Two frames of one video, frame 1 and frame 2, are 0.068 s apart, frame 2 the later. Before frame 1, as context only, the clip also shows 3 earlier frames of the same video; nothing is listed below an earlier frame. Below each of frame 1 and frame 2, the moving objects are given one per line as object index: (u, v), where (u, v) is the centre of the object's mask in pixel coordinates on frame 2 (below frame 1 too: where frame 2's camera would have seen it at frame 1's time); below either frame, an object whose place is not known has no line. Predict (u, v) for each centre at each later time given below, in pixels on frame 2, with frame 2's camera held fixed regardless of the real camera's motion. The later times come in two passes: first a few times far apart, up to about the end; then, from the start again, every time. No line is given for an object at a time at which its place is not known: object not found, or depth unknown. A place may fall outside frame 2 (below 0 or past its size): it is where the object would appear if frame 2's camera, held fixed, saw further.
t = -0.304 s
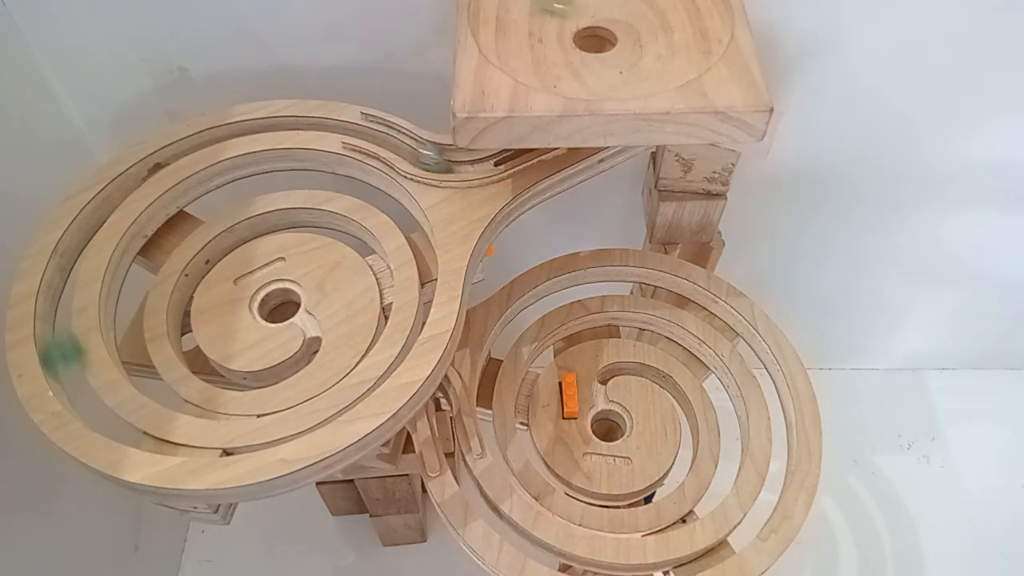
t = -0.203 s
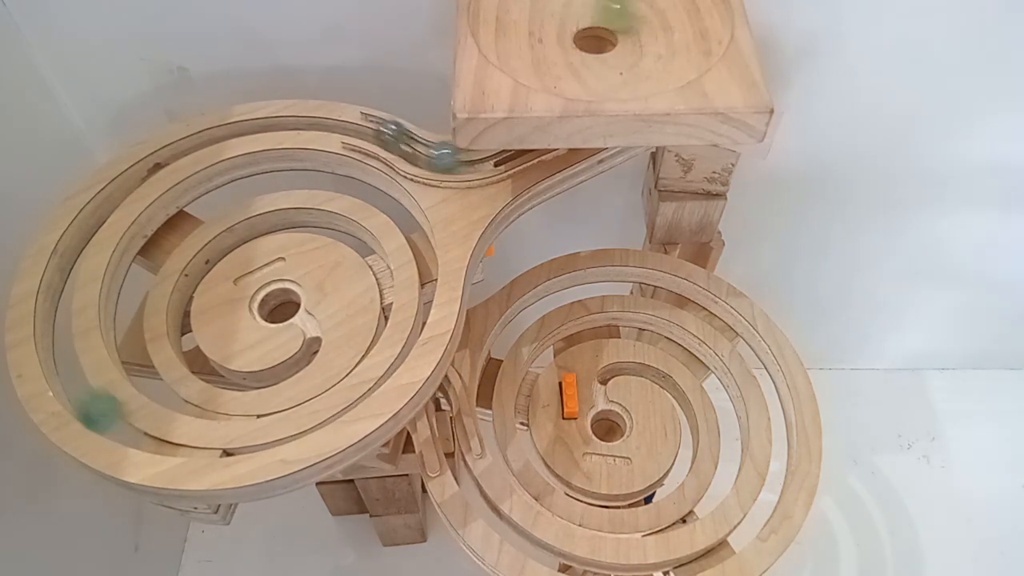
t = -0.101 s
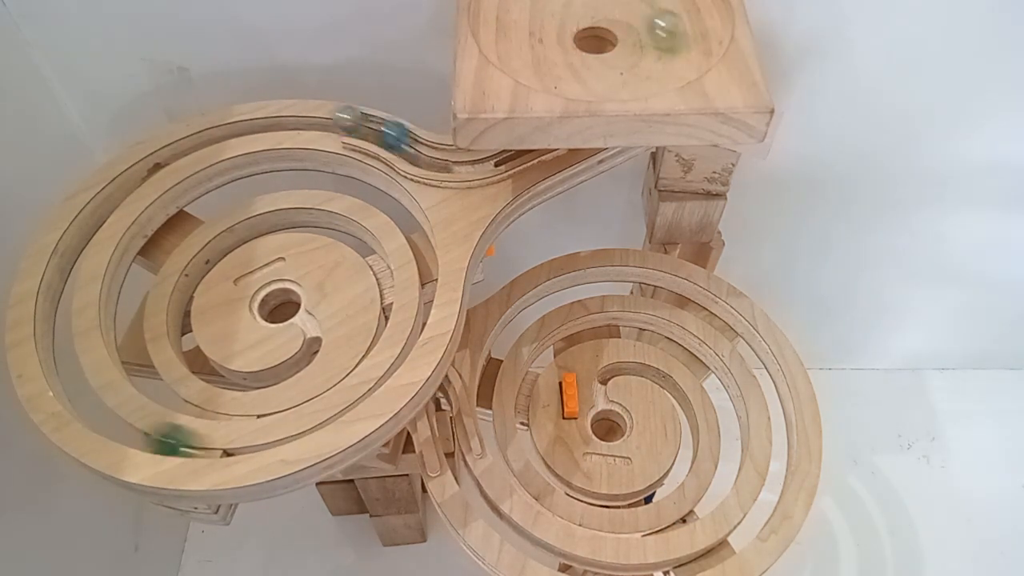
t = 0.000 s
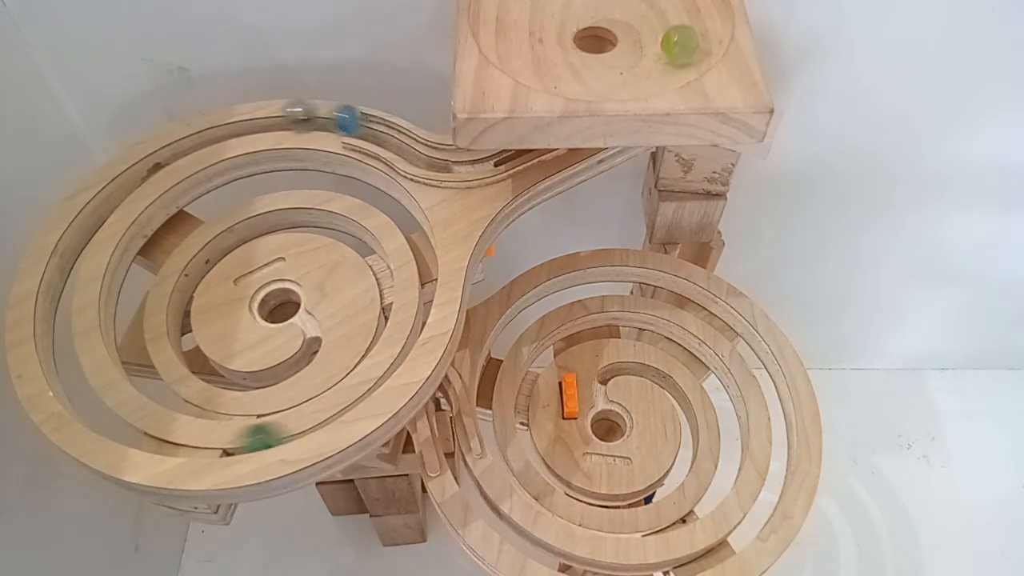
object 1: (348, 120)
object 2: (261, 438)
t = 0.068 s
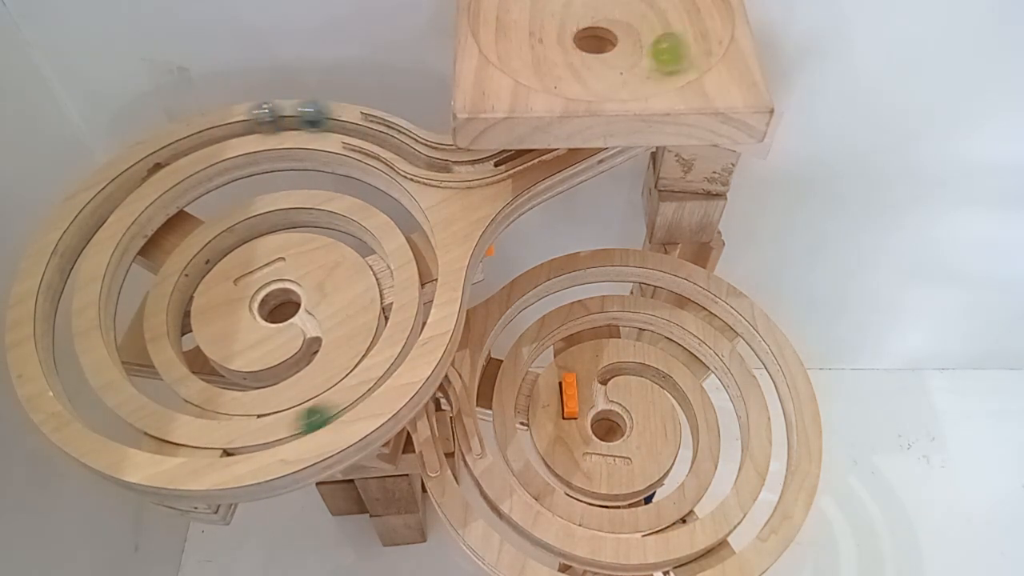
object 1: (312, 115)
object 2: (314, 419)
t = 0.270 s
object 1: (200, 132)
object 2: (413, 321)
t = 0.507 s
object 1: (84, 224)
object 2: (400, 215)
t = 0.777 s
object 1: (78, 387)
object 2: (251, 184)
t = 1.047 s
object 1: (271, 437)
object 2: (131, 336)
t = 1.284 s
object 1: (407, 339)
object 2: (298, 395)
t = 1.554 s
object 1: (403, 220)
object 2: (373, 262)
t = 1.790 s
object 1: (294, 176)
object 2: (264, 223)
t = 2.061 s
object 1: (138, 278)
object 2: (185, 344)
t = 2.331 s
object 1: (256, 407)
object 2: (309, 323)
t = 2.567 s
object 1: (379, 305)
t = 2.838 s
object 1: (299, 220)
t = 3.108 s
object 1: (178, 306)
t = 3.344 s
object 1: (276, 367)
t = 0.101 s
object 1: (294, 114)
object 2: (338, 406)
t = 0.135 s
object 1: (276, 116)
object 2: (359, 390)
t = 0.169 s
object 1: (257, 118)
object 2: (377, 373)
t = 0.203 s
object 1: (237, 121)
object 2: (392, 357)
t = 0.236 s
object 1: (218, 126)
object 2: (404, 339)
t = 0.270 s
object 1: (200, 132)
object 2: (413, 321)
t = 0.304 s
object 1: (181, 142)
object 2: (419, 303)
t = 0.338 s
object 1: (163, 151)
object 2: (422, 286)
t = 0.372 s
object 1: (144, 163)
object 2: (423, 270)
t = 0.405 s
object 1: (128, 176)
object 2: (421, 256)
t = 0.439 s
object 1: (112, 190)
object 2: (416, 240)
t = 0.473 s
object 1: (95, 209)
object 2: (409, 227)
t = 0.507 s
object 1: (84, 224)
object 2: (400, 215)
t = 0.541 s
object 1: (72, 244)
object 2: (387, 202)
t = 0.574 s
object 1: (64, 264)
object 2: (374, 194)
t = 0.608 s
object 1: (59, 284)
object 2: (357, 185)
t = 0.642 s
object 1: (56, 306)
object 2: (336, 179)
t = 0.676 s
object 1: (57, 327)
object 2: (319, 177)
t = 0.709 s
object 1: (62, 348)
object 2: (297, 175)
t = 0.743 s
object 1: (67, 370)
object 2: (274, 179)
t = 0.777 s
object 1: (78, 387)
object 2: (251, 184)
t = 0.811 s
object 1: (91, 402)
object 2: (227, 193)
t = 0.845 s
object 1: (109, 418)
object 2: (207, 204)
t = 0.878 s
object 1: (132, 430)
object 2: (183, 221)
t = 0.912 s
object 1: (155, 438)
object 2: (163, 240)
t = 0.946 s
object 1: (183, 443)
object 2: (147, 261)
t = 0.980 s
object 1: (214, 444)
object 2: (136, 285)
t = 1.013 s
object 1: (241, 442)
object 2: (131, 310)
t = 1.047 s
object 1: (271, 437)
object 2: (131, 336)
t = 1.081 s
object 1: (296, 428)
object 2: (140, 363)
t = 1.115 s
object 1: (322, 417)
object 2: (156, 384)
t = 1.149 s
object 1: (344, 403)
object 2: (176, 397)
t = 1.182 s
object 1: (364, 389)
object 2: (209, 407)
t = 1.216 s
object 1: (380, 372)
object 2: (240, 409)
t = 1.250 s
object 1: (394, 356)
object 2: (270, 404)
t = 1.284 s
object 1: (407, 339)
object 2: (298, 395)
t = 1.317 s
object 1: (413, 321)
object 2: (324, 381)
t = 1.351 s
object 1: (419, 305)
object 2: (343, 366)
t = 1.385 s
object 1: (423, 289)
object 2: (359, 348)
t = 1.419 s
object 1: (423, 272)
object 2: (371, 330)
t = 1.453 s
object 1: (422, 258)
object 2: (377, 312)
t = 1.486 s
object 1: (418, 244)
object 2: (380, 295)
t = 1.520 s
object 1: (411, 231)
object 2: (378, 278)
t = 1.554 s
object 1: (403, 220)
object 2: (373, 262)
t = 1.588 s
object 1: (394, 209)
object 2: (365, 250)
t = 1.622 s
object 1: (382, 199)
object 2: (354, 240)
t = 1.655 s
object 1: (367, 191)
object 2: (338, 230)
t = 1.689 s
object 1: (351, 183)
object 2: (323, 224)
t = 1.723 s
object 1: (334, 179)
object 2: (303, 221)
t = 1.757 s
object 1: (314, 175)
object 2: (283, 220)
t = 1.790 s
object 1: (294, 176)
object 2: (264, 223)
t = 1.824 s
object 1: (272, 178)
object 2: (245, 230)
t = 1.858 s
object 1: (248, 184)
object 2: (224, 241)
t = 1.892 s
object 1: (227, 193)
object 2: (209, 252)
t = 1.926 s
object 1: (207, 204)
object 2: (195, 269)
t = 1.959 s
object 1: (185, 220)
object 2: (183, 286)
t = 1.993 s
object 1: (166, 237)
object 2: (178, 306)
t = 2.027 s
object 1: (151, 255)
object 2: (178, 326)
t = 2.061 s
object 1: (138, 278)
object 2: (185, 344)
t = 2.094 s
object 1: (131, 305)
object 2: (198, 358)
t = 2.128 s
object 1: (129, 332)
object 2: (214, 369)
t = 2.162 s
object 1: (136, 356)
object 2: (235, 375)
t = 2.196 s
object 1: (148, 376)
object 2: (260, 374)
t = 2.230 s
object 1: (169, 392)
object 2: (281, 366)
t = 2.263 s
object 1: (196, 404)
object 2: (301, 352)
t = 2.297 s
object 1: (223, 408)
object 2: (309, 339)
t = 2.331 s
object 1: (256, 407)
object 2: (309, 323)
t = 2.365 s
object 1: (286, 399)
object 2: (302, 313)
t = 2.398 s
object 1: (311, 387)
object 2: (292, 306)
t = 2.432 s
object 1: (333, 373)
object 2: (280, 304)
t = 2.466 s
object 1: (351, 358)
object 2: (279, 305)
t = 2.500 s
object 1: (365, 340)
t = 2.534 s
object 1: (373, 322)
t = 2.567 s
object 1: (379, 305)
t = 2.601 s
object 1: (380, 287)
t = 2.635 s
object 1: (376, 270)
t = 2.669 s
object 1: (371, 259)
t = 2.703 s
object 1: (363, 247)
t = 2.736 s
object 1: (351, 237)
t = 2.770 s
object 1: (335, 228)
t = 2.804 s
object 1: (318, 223)
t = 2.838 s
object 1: (299, 220)
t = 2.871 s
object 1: (281, 221)
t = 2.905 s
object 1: (262, 224)
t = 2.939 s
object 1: (243, 230)
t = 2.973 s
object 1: (224, 241)
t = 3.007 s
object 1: (209, 252)
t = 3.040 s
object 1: (194, 268)
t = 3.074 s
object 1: (183, 289)
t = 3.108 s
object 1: (178, 306)
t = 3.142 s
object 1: (177, 322)
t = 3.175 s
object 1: (184, 342)
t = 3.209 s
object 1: (194, 355)
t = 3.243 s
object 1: (208, 365)
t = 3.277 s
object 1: (230, 373)
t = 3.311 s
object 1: (252, 375)
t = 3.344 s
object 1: (276, 367)
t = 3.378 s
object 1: (294, 355)
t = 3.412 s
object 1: (305, 344)
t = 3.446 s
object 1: (308, 332)
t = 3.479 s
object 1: (307, 320)
